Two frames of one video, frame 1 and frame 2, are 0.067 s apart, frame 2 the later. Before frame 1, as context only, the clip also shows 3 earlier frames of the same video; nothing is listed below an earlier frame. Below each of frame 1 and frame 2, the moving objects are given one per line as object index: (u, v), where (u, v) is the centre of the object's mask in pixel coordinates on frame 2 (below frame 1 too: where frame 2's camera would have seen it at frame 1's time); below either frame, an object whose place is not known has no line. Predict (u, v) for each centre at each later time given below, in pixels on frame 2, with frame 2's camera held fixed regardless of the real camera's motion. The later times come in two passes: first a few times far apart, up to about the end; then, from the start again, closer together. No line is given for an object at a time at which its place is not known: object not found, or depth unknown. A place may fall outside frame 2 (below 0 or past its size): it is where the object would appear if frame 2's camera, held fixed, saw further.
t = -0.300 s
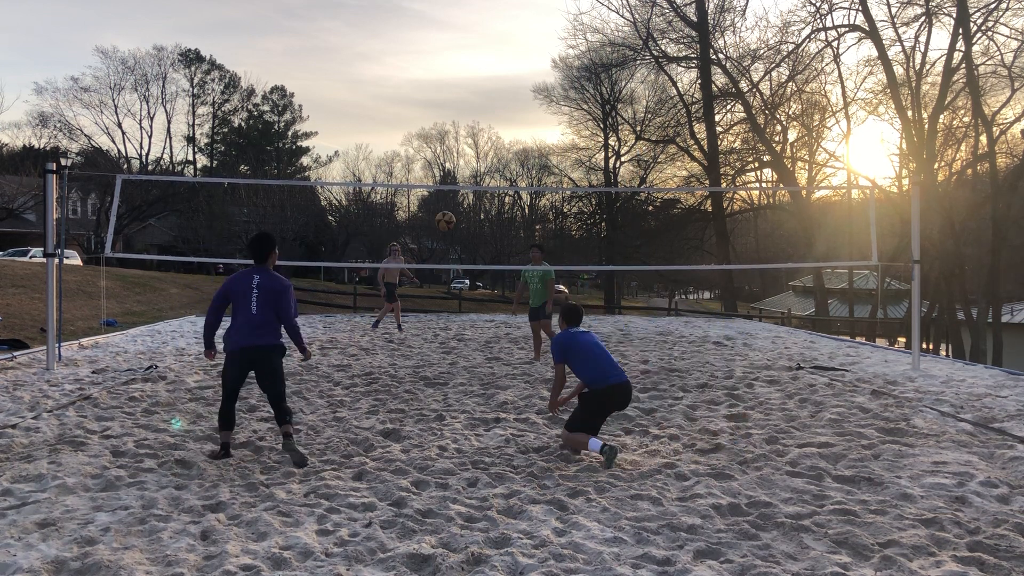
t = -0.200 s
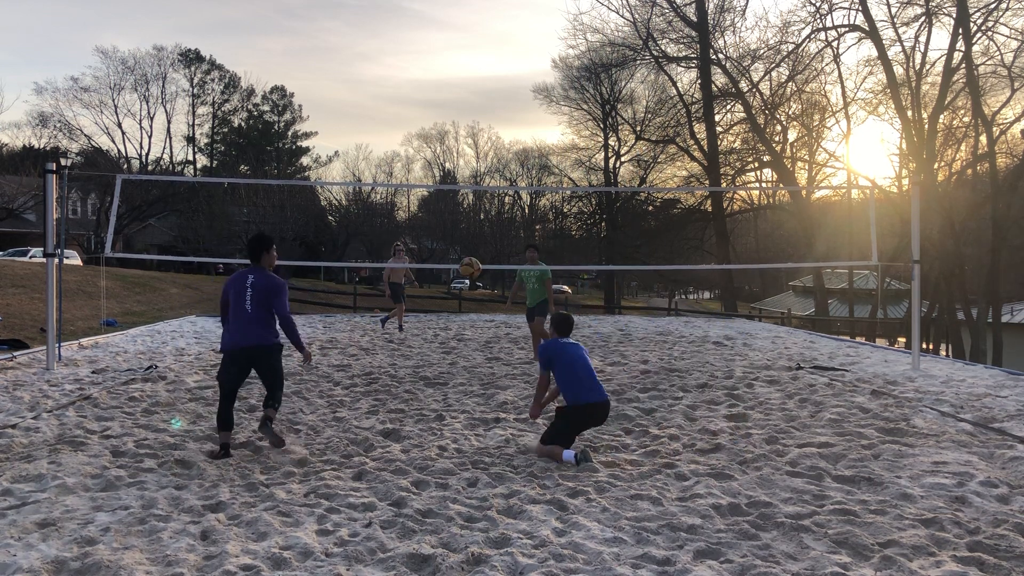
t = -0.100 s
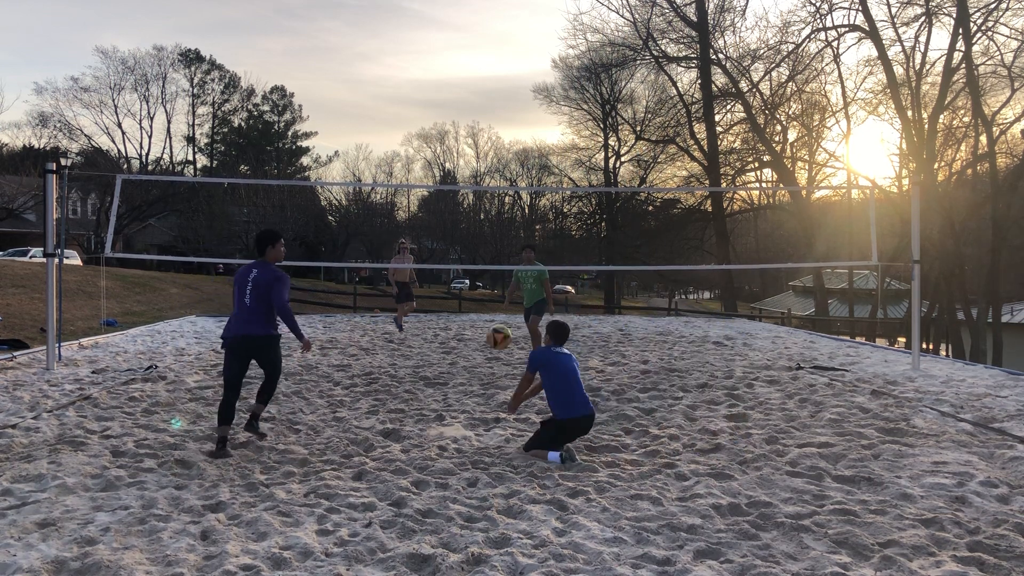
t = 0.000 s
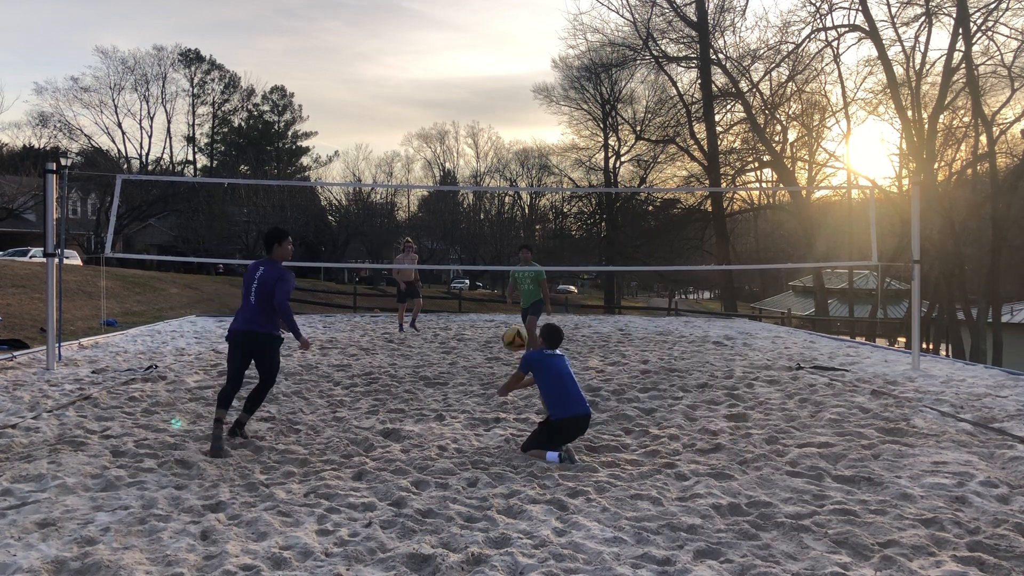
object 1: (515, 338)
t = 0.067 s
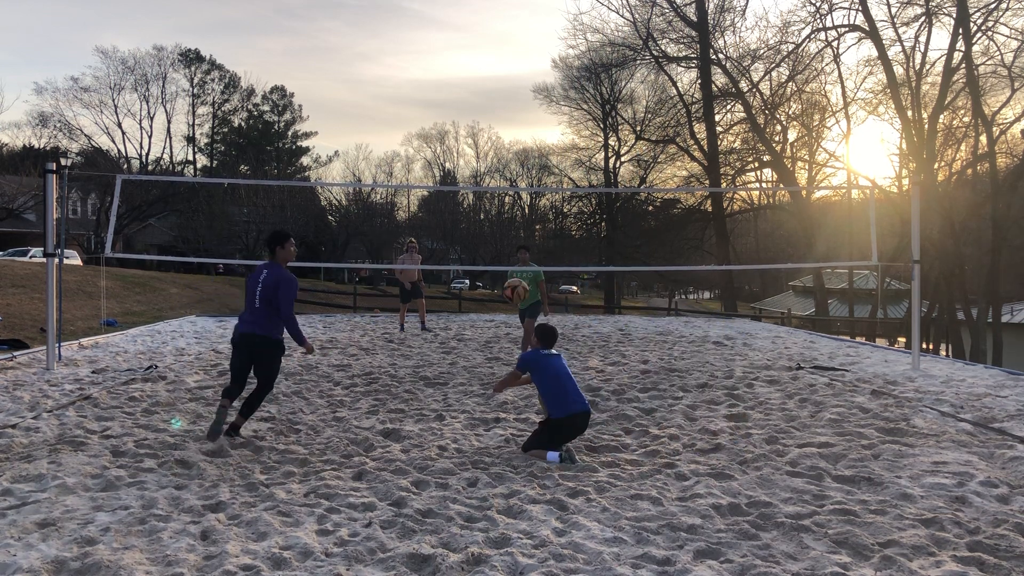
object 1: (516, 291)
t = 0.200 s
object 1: (518, 212)
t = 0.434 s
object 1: (522, 130)
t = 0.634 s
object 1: (527, 109)
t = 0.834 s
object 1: (530, 131)
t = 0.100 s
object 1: (516, 269)
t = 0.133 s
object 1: (516, 248)
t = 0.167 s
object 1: (517, 229)
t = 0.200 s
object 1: (518, 212)
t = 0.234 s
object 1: (518, 197)
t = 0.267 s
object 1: (518, 183)
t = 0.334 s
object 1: (520, 157)
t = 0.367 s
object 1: (521, 147)
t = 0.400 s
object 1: (522, 138)
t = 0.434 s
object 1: (522, 130)
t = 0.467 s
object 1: (523, 123)
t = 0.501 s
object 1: (524, 118)
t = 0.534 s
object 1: (524, 114)
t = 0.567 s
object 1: (525, 111)
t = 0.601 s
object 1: (526, 109)
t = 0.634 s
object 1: (527, 109)
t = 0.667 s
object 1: (527, 110)
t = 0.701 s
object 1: (528, 112)
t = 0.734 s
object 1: (529, 115)
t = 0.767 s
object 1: (529, 119)
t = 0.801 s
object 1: (530, 125)
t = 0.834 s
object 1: (530, 131)
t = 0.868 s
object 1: (531, 139)
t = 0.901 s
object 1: (532, 148)
